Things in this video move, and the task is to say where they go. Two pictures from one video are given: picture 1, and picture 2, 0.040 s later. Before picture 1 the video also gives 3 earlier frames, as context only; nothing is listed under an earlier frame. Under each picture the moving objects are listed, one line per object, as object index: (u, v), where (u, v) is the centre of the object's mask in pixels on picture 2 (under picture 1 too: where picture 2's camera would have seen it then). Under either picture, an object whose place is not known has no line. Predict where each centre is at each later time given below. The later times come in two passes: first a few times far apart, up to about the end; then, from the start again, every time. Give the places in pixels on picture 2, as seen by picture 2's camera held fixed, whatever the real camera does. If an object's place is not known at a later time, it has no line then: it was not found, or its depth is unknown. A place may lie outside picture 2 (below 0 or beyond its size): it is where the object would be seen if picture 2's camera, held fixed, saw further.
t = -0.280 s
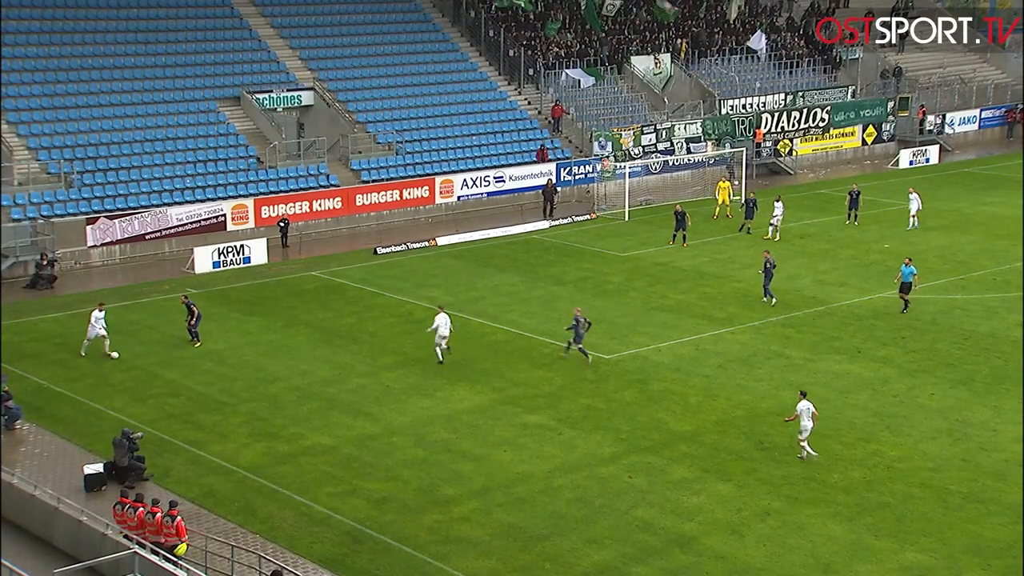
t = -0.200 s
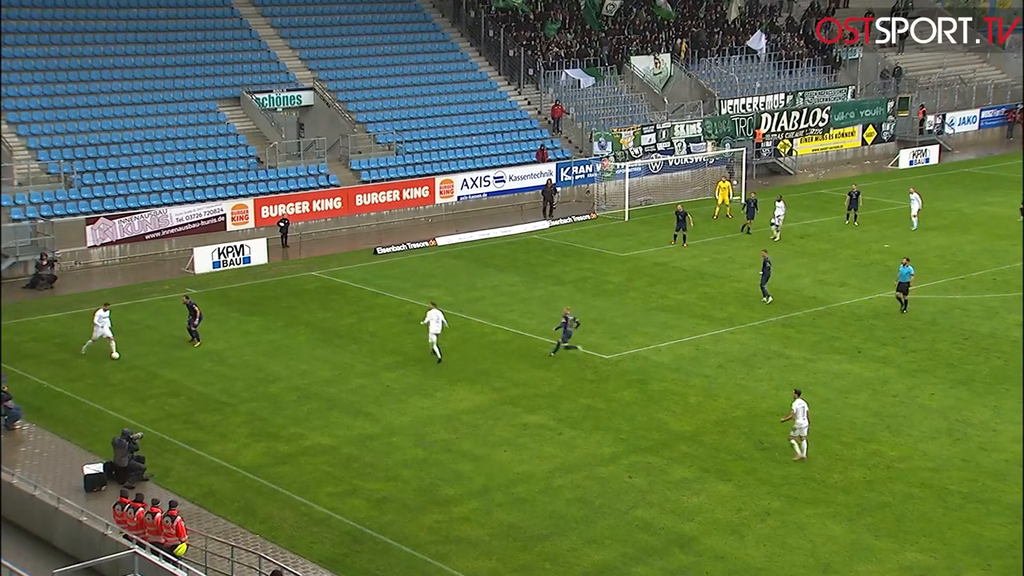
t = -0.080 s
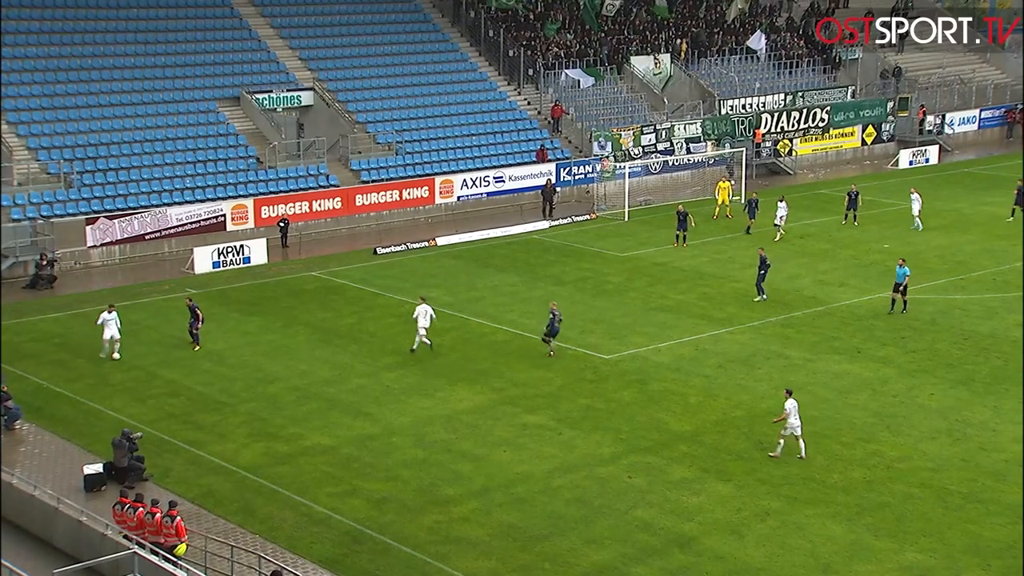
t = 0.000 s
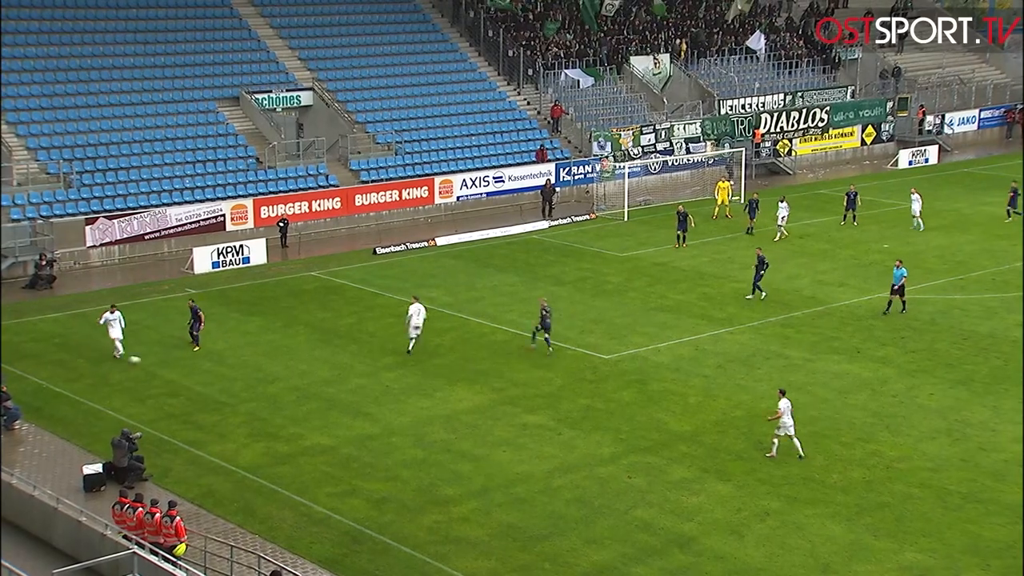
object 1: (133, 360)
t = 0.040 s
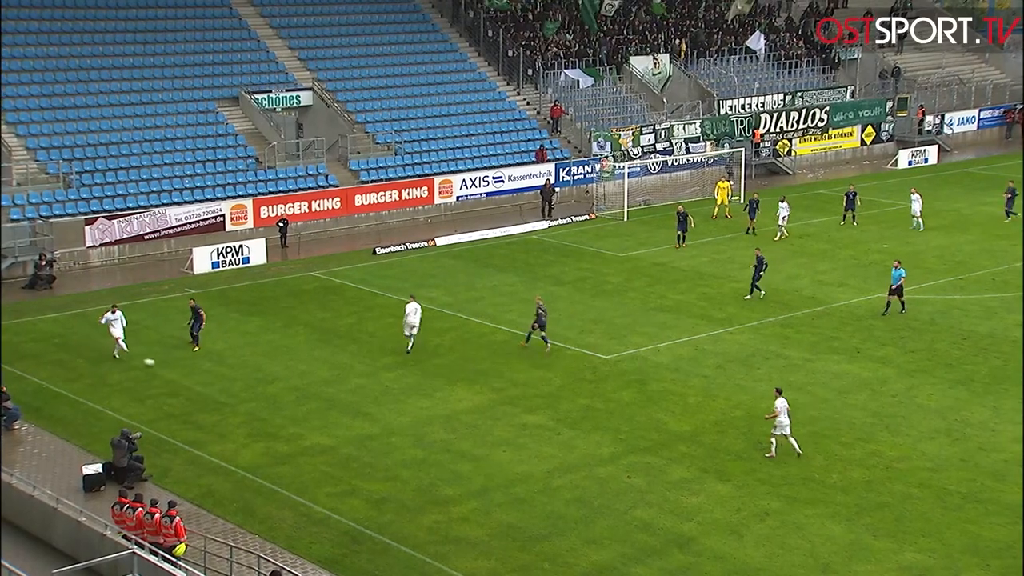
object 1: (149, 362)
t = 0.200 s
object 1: (205, 373)
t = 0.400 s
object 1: (271, 386)
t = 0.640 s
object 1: (343, 402)
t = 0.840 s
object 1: (398, 412)
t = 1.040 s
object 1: (447, 422)
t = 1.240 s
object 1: (492, 431)
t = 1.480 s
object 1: (545, 441)
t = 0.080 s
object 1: (163, 365)
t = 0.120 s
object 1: (177, 368)
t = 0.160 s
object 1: (191, 371)
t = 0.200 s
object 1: (205, 373)
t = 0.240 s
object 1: (218, 376)
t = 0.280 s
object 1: (232, 379)
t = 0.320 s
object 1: (246, 382)
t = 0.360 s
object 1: (258, 384)
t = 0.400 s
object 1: (271, 386)
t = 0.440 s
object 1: (283, 389)
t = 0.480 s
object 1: (296, 392)
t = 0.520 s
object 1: (308, 395)
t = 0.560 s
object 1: (320, 397)
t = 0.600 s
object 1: (332, 399)
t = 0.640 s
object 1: (343, 402)
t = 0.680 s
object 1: (355, 403)
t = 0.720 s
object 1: (365, 406)
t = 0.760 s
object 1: (377, 408)
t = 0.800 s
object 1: (388, 410)
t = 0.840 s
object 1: (398, 412)
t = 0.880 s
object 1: (408, 415)
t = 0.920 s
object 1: (418, 416)
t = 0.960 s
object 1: (427, 418)
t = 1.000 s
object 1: (437, 420)
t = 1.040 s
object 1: (447, 422)
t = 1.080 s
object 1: (456, 424)
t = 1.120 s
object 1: (465, 425)
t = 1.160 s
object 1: (474, 427)
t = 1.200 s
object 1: (483, 429)
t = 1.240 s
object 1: (492, 431)
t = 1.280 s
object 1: (501, 432)
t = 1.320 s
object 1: (510, 434)
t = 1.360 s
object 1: (518, 436)
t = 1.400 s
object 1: (527, 438)
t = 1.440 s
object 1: (536, 439)
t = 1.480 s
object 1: (545, 441)
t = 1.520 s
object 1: (554, 443)
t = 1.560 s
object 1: (562, 444)
